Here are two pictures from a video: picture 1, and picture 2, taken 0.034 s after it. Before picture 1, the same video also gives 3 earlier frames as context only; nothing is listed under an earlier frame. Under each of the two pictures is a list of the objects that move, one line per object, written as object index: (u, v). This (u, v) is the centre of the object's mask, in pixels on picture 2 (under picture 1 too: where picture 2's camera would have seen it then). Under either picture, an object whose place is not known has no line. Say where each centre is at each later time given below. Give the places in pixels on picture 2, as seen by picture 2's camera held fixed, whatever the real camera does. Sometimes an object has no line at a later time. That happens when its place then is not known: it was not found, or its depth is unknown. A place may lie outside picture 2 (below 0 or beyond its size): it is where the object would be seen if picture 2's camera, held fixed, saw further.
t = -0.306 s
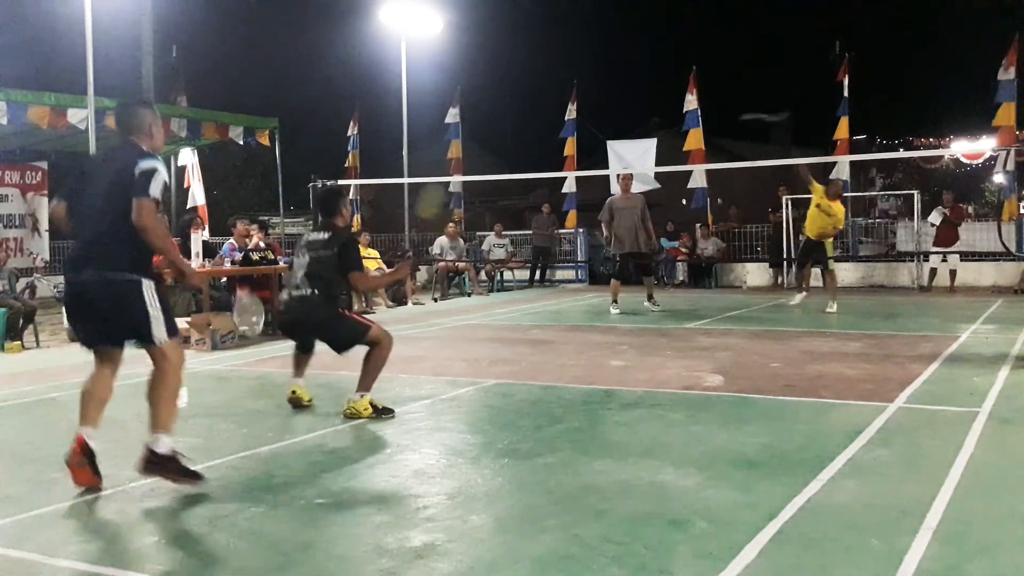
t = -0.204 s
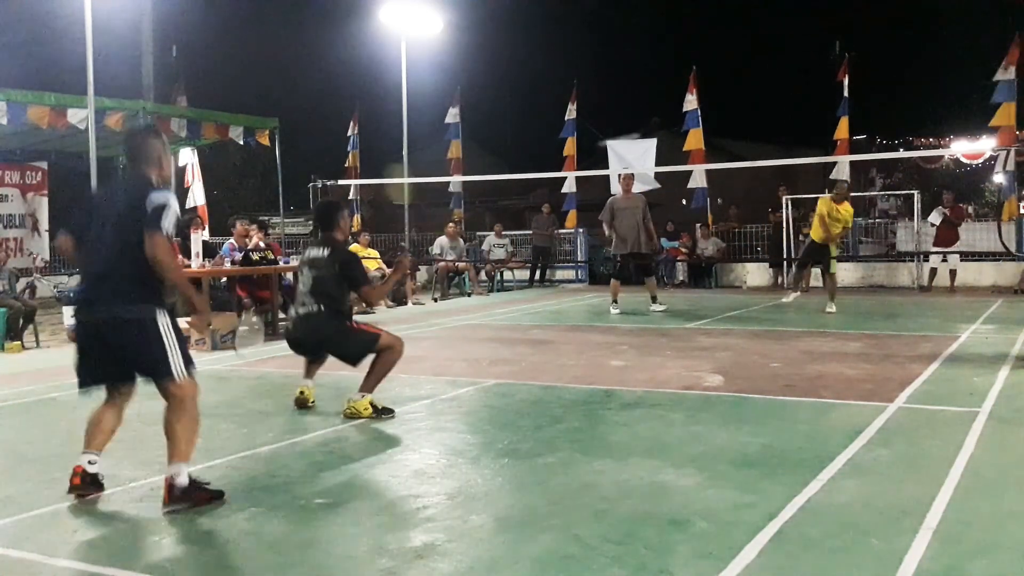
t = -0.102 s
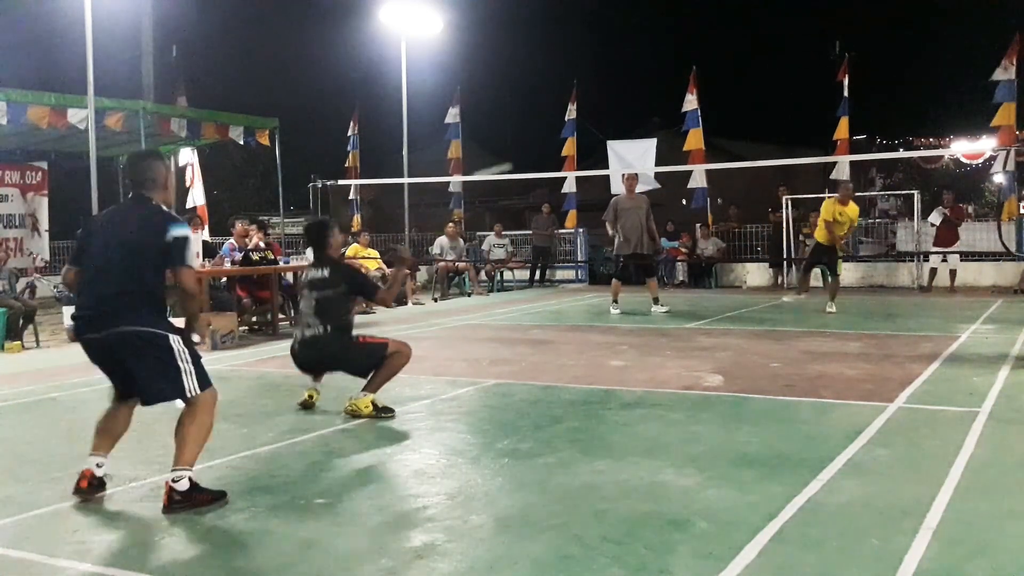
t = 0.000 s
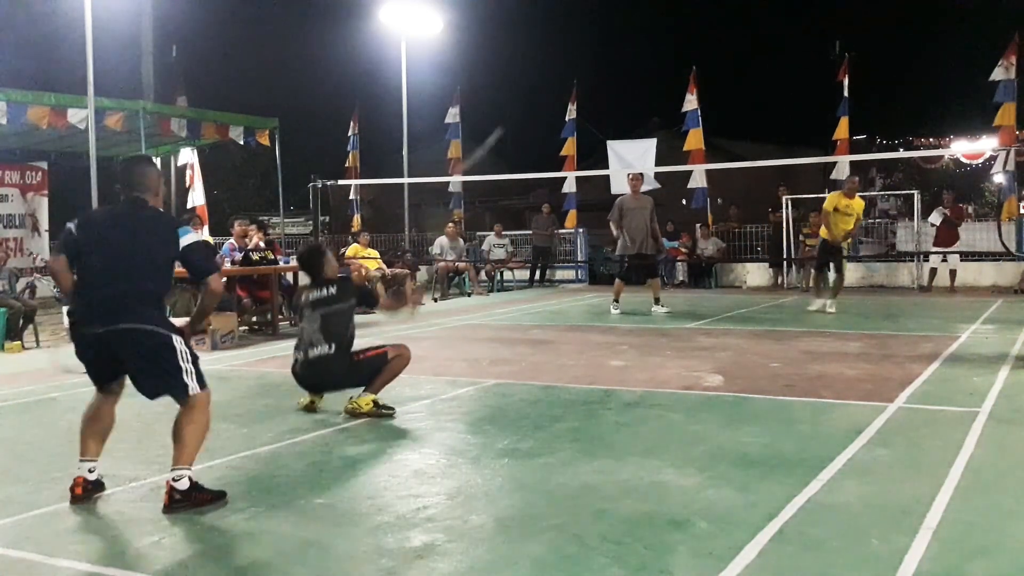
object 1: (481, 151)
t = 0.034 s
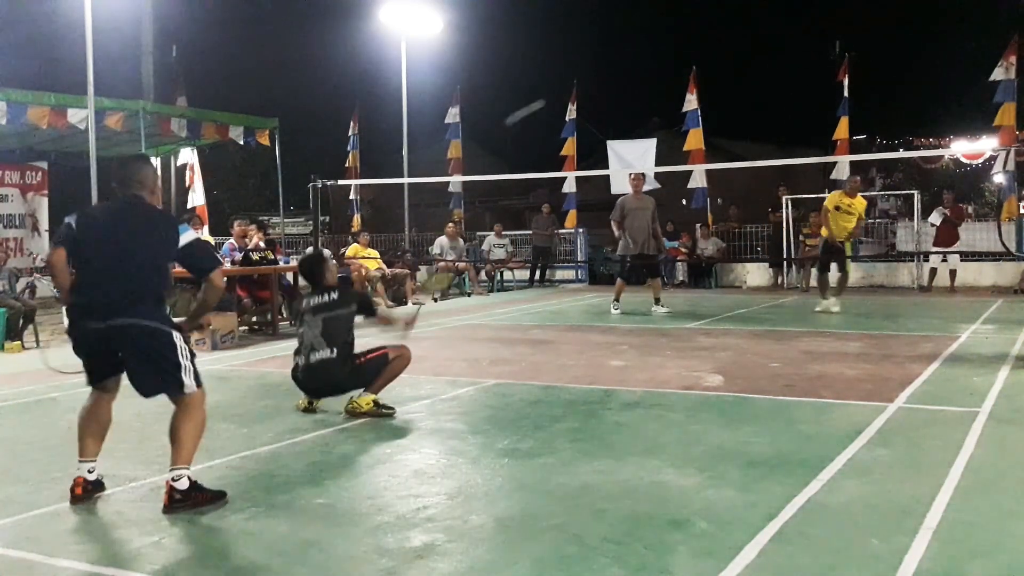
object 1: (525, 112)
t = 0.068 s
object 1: (560, 89)
